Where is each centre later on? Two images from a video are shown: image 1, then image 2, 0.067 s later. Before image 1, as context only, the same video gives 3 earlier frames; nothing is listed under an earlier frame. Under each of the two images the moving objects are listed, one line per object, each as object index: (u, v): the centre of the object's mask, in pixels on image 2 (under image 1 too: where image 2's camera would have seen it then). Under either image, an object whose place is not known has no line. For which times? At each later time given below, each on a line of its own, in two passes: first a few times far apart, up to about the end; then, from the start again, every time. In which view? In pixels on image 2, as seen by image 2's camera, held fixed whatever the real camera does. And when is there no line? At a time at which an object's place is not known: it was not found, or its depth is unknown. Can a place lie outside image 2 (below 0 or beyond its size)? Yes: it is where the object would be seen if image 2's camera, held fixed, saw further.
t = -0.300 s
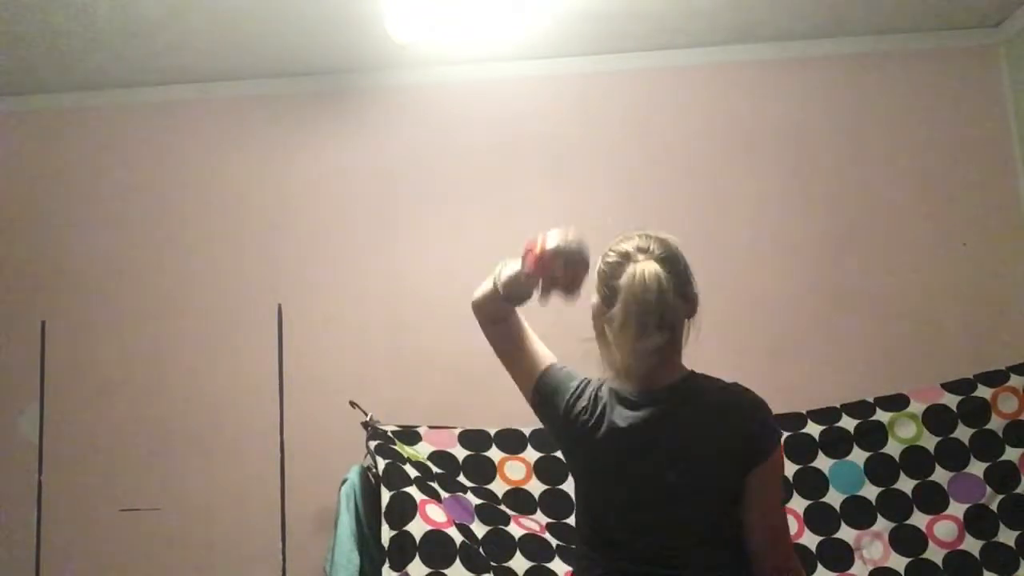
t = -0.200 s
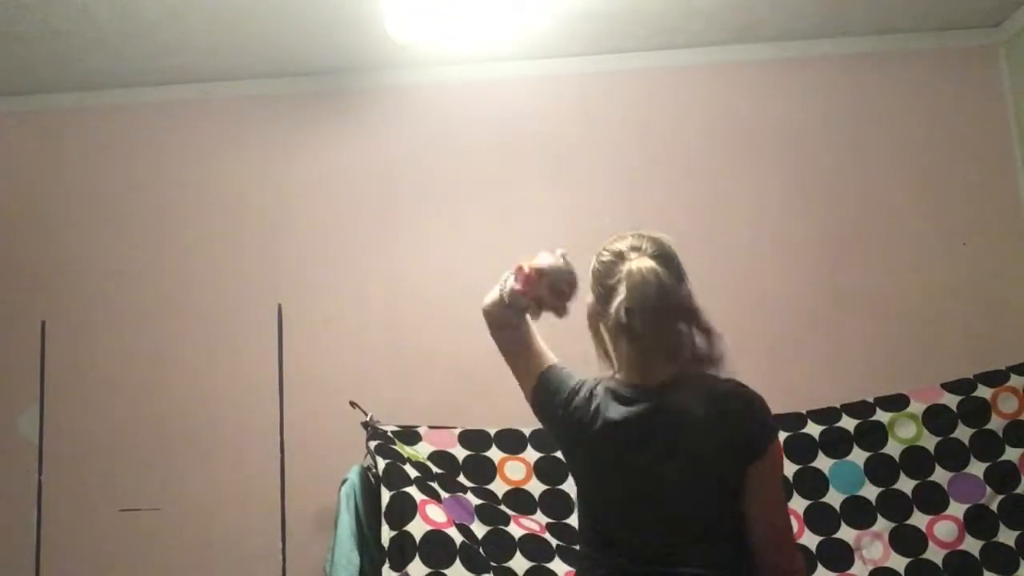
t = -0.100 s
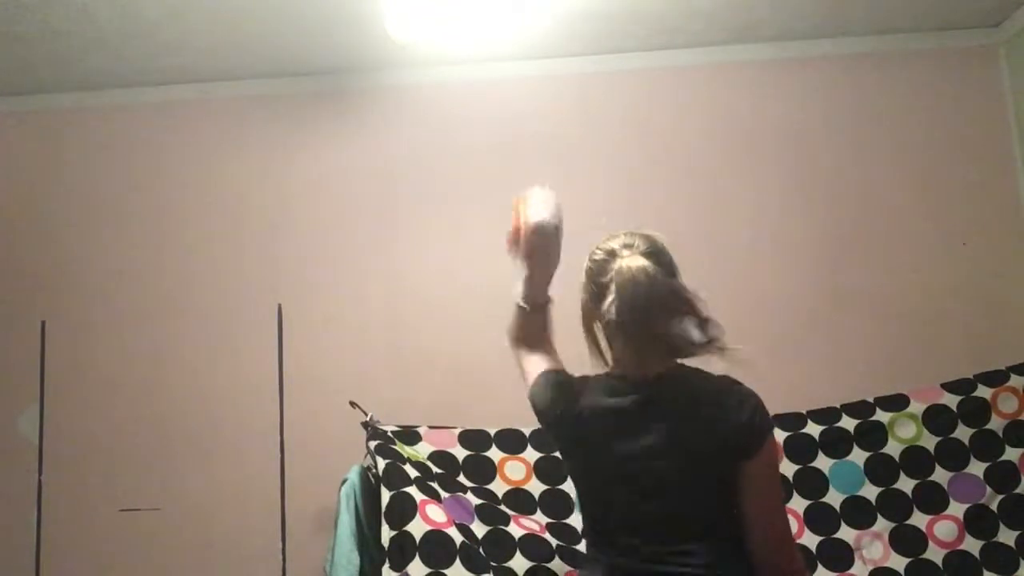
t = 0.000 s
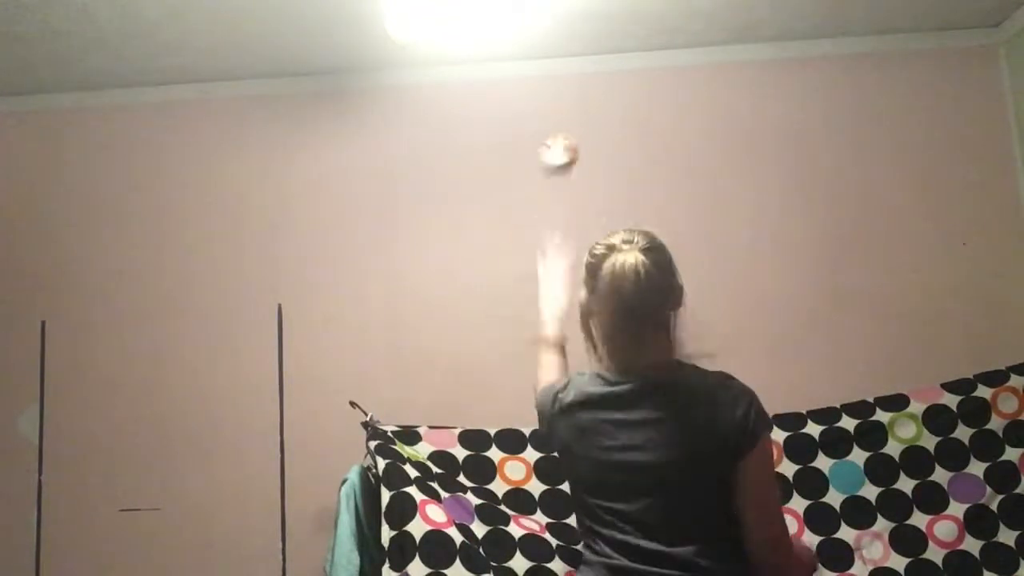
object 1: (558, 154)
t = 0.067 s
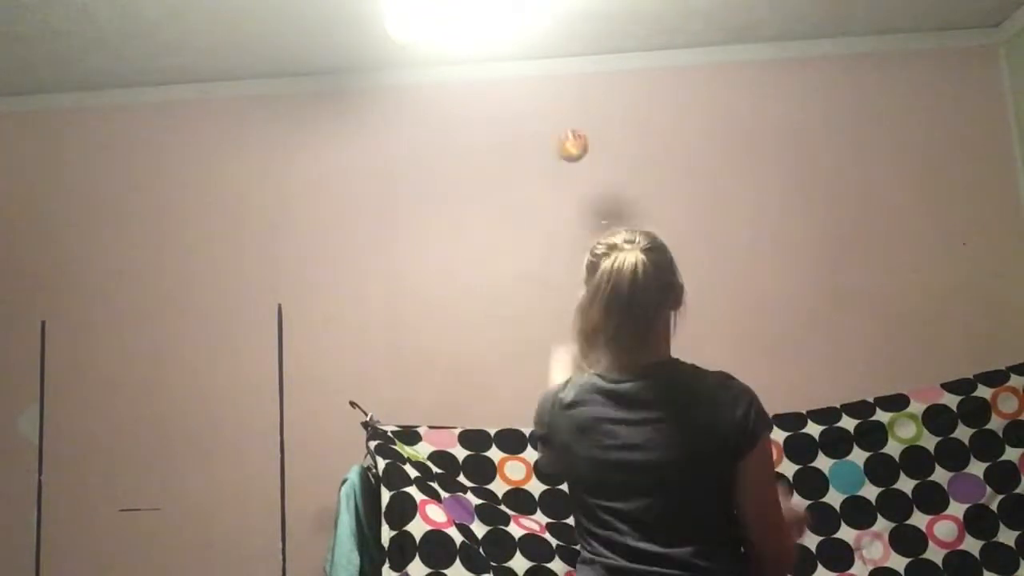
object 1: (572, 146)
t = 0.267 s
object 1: (611, 166)
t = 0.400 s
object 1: (637, 173)
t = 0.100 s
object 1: (578, 148)
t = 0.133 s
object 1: (582, 152)
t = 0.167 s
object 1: (590, 165)
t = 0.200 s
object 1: (593, 168)
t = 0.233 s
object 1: (600, 164)
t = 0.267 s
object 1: (611, 166)
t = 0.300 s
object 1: (610, 154)
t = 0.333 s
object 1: (618, 155)
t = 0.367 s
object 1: (628, 162)
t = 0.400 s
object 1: (637, 173)
